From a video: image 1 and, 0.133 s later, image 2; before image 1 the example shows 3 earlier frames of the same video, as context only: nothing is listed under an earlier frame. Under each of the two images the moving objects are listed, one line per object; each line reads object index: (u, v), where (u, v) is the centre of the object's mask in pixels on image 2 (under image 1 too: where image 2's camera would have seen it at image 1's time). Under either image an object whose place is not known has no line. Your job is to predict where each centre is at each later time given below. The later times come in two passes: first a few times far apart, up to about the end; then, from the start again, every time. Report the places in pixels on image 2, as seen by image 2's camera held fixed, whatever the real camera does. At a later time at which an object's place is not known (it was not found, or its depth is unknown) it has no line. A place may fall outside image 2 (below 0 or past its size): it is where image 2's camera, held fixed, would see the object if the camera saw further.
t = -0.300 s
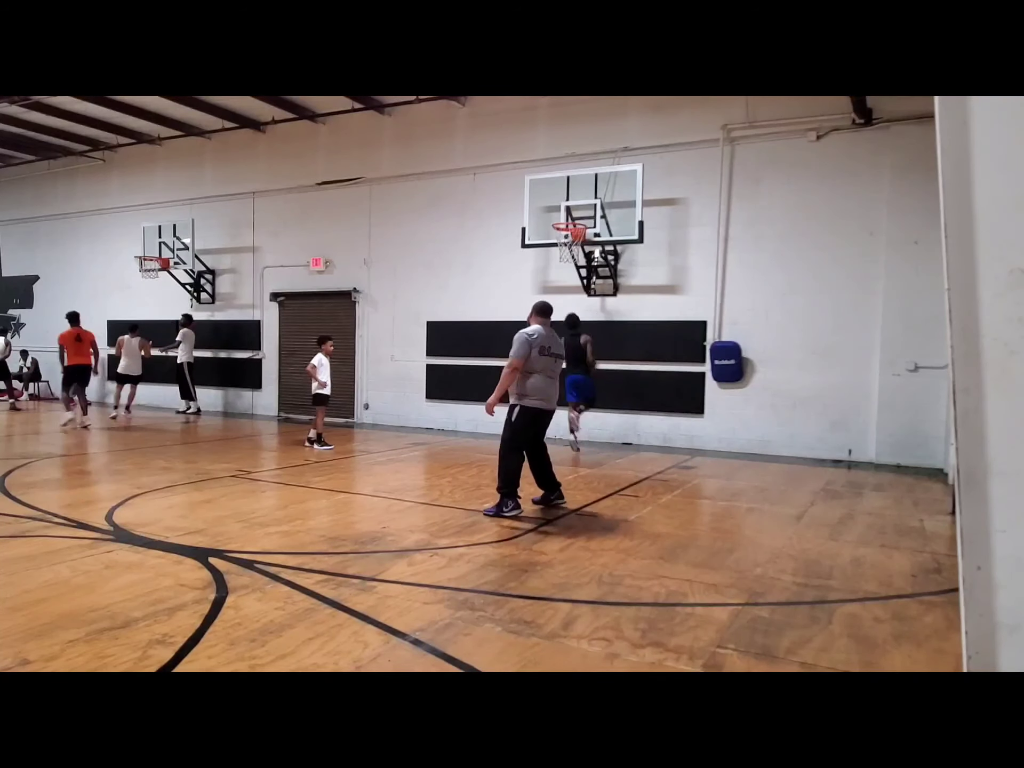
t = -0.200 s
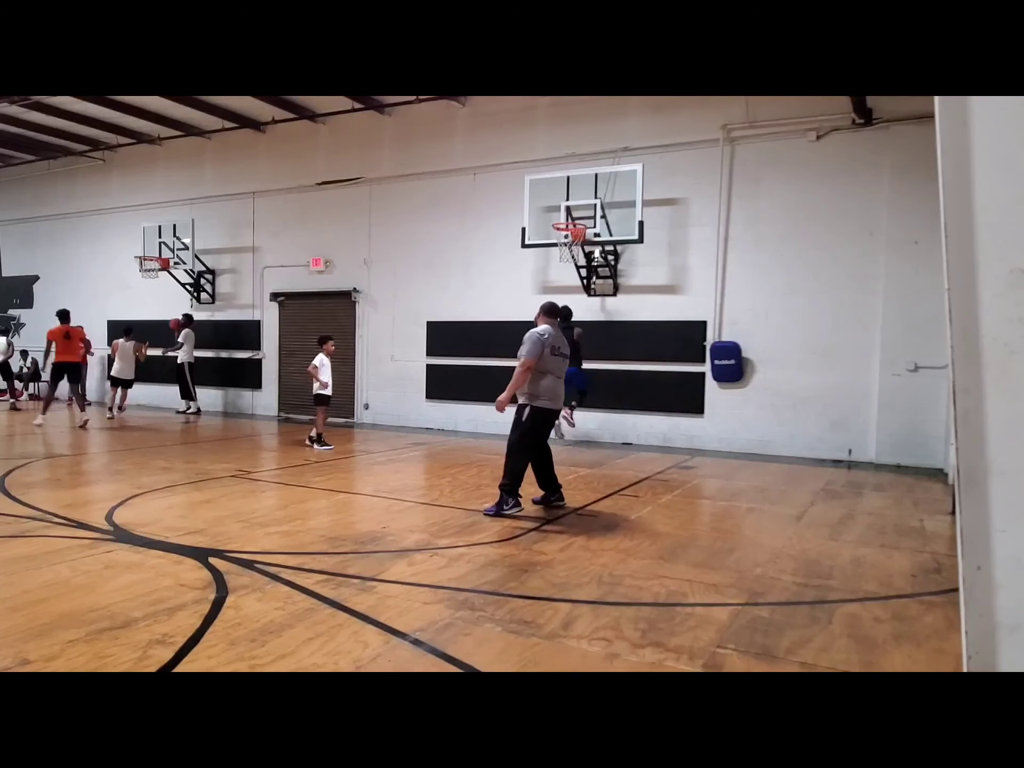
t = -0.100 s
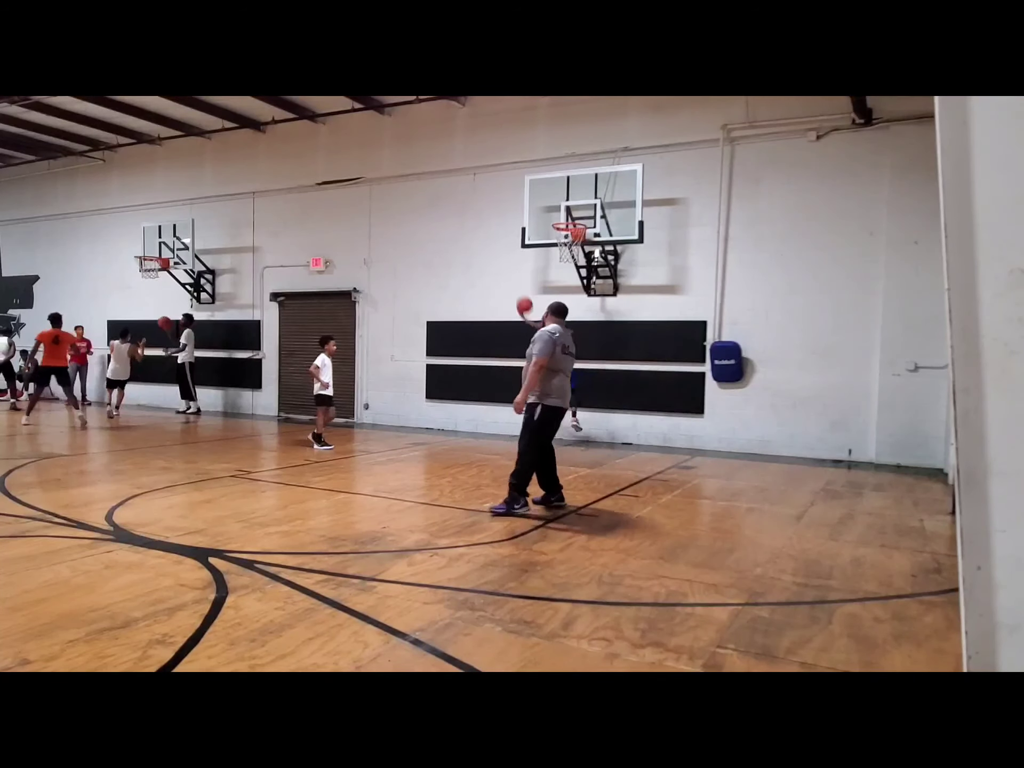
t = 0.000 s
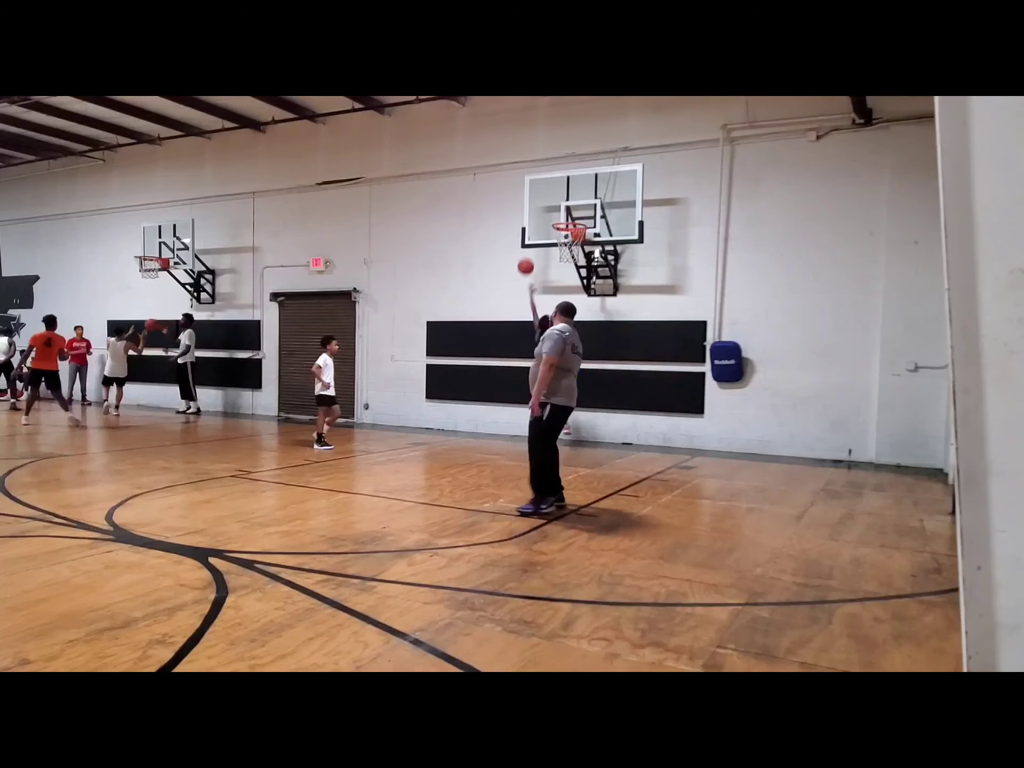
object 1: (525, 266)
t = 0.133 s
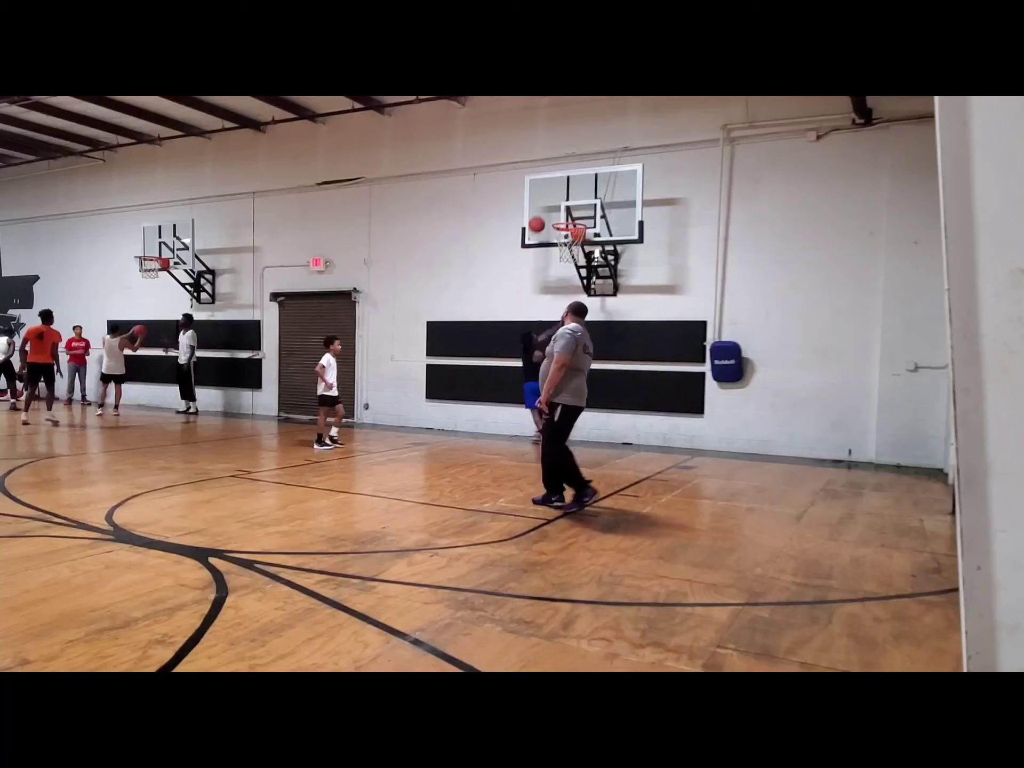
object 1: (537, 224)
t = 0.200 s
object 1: (542, 208)
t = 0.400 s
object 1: (556, 178)
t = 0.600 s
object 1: (566, 183)
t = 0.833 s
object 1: (577, 223)
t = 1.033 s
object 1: (562, 276)
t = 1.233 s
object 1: (548, 347)
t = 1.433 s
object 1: (534, 442)
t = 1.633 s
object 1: (516, 373)
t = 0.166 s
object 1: (539, 216)
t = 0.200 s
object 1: (542, 208)
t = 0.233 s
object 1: (544, 201)
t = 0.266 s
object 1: (546, 195)
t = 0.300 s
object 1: (549, 189)
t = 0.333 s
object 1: (551, 184)
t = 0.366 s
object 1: (554, 180)
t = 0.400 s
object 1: (556, 178)
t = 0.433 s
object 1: (557, 177)
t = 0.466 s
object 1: (559, 176)
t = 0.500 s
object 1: (561, 177)
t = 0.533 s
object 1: (562, 179)
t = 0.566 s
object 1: (564, 181)
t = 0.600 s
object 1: (566, 183)
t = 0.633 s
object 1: (567, 187)
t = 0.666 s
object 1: (569, 192)
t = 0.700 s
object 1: (570, 196)
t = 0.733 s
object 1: (572, 203)
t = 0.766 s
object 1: (573, 210)
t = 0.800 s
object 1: (575, 217)
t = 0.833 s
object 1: (577, 223)
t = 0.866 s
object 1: (577, 233)
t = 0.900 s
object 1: (571, 242)
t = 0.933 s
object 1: (569, 251)
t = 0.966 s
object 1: (567, 259)
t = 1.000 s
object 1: (565, 266)
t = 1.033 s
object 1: (562, 276)
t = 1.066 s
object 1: (560, 286)
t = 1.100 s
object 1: (558, 296)
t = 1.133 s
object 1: (555, 308)
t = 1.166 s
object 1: (553, 321)
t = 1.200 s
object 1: (550, 333)
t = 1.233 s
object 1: (548, 347)
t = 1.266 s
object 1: (546, 361)
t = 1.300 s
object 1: (543, 378)
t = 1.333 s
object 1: (541, 393)
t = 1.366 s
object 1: (539, 409)
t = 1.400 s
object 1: (536, 428)
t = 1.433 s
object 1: (534, 442)
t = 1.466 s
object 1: (531, 428)
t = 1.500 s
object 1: (528, 415)
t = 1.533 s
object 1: (524, 402)
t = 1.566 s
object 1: (522, 392)
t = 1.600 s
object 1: (519, 382)
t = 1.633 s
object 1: (516, 373)
